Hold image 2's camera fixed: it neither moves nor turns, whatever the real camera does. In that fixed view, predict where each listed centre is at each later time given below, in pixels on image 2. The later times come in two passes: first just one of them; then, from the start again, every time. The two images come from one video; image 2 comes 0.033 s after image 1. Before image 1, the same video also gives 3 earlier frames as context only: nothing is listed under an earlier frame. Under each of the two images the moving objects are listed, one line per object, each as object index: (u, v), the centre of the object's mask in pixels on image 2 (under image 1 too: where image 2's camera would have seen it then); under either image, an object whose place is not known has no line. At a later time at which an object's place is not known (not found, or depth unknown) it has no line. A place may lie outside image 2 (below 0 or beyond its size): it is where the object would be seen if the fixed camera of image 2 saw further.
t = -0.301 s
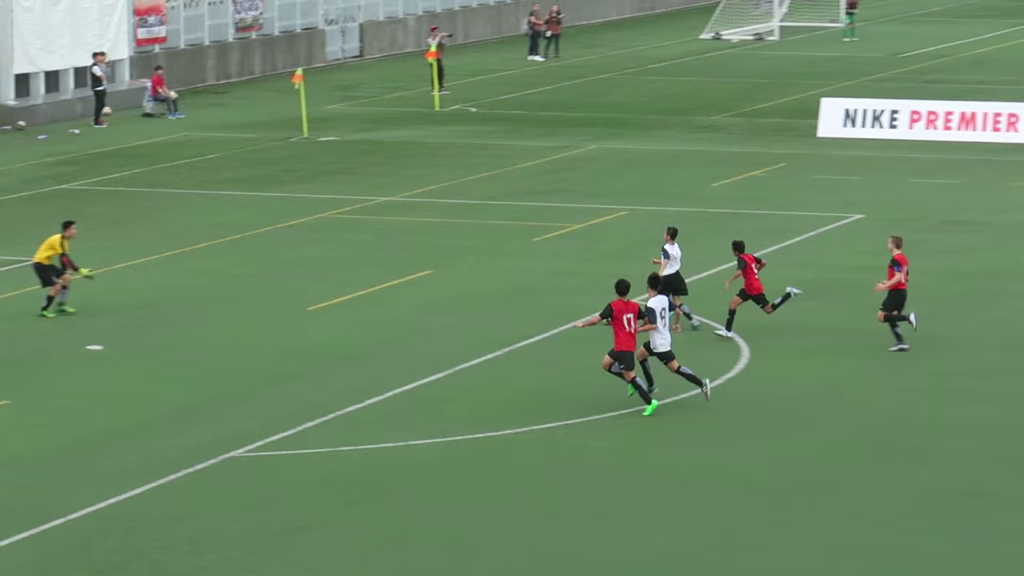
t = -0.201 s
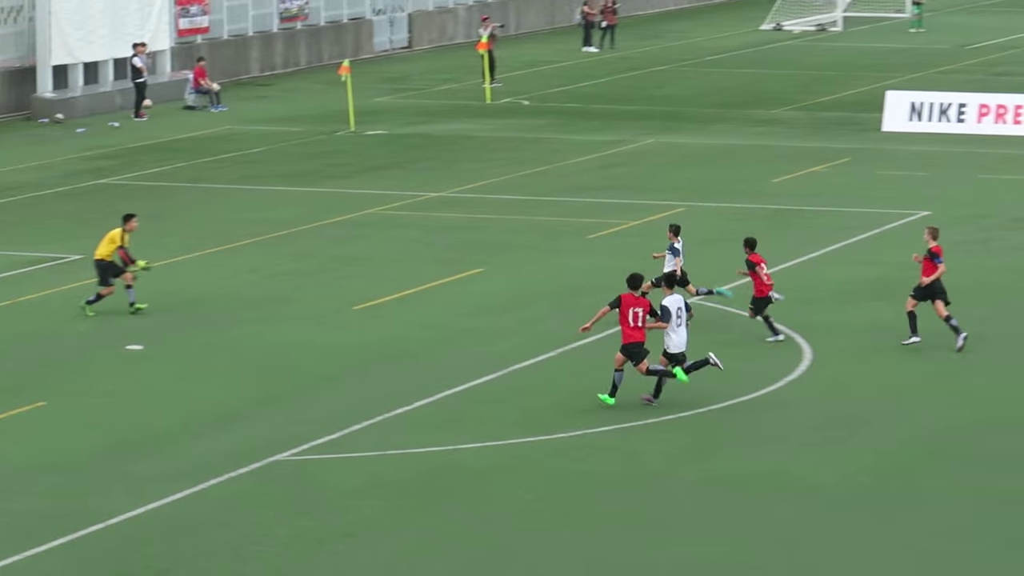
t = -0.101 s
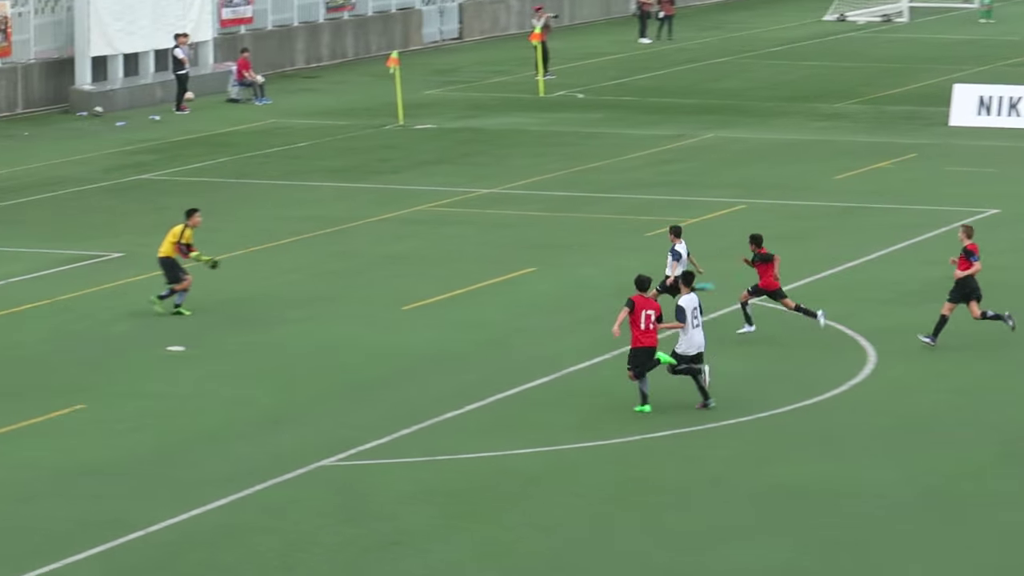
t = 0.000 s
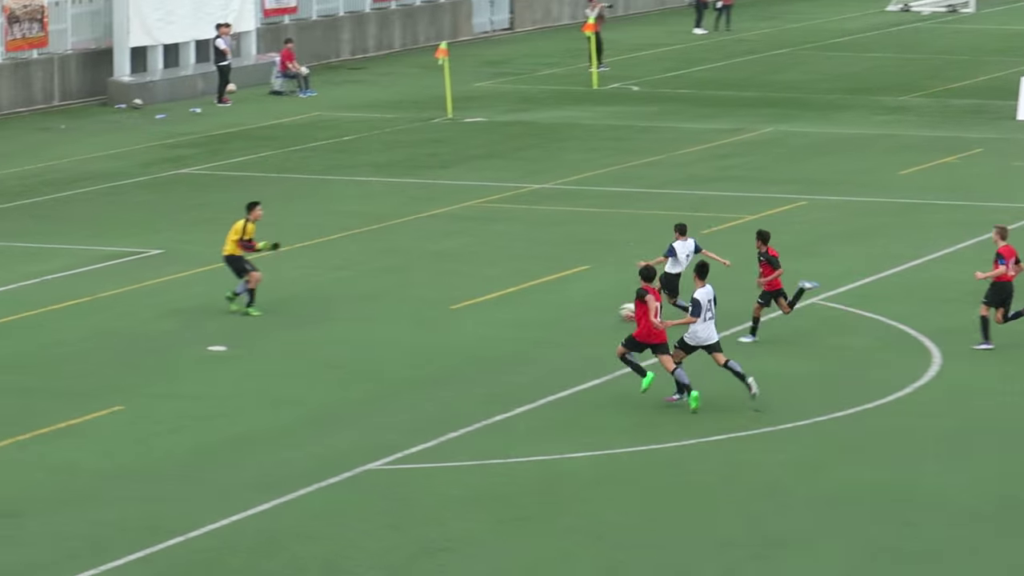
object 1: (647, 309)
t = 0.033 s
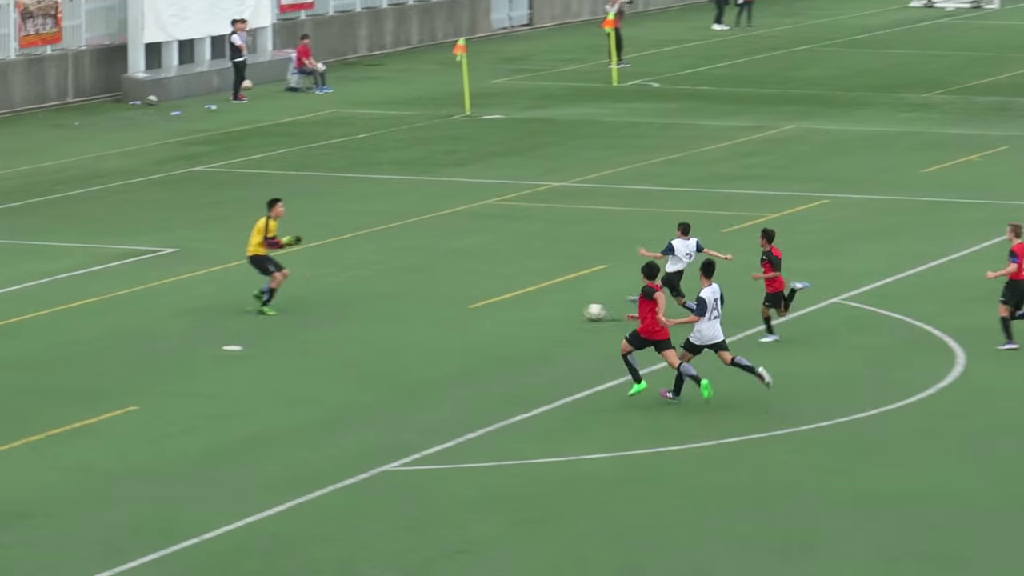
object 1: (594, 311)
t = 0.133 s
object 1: (442, 310)
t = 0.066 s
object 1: (543, 309)
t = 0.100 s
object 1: (492, 309)
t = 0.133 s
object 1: (442, 310)
